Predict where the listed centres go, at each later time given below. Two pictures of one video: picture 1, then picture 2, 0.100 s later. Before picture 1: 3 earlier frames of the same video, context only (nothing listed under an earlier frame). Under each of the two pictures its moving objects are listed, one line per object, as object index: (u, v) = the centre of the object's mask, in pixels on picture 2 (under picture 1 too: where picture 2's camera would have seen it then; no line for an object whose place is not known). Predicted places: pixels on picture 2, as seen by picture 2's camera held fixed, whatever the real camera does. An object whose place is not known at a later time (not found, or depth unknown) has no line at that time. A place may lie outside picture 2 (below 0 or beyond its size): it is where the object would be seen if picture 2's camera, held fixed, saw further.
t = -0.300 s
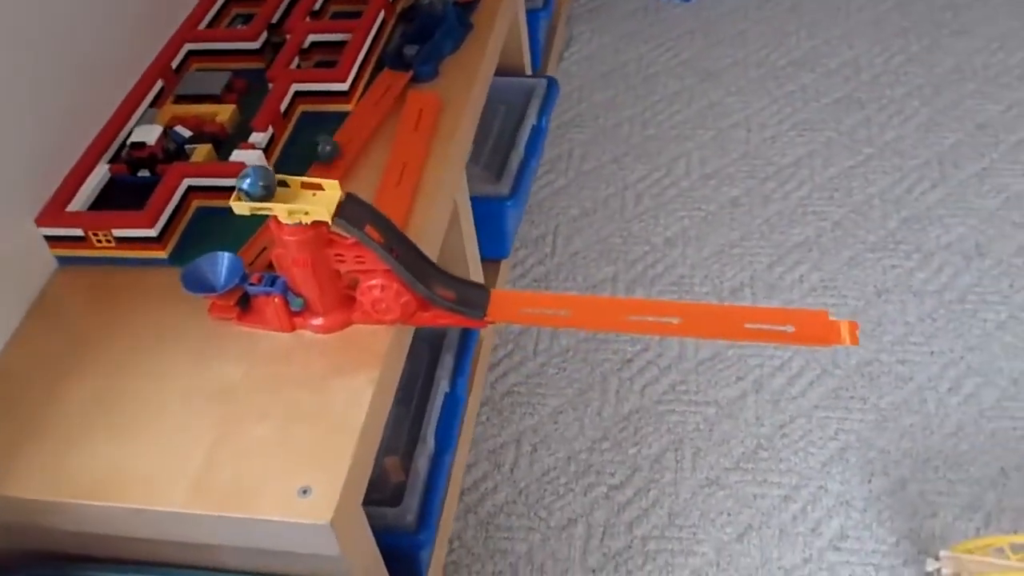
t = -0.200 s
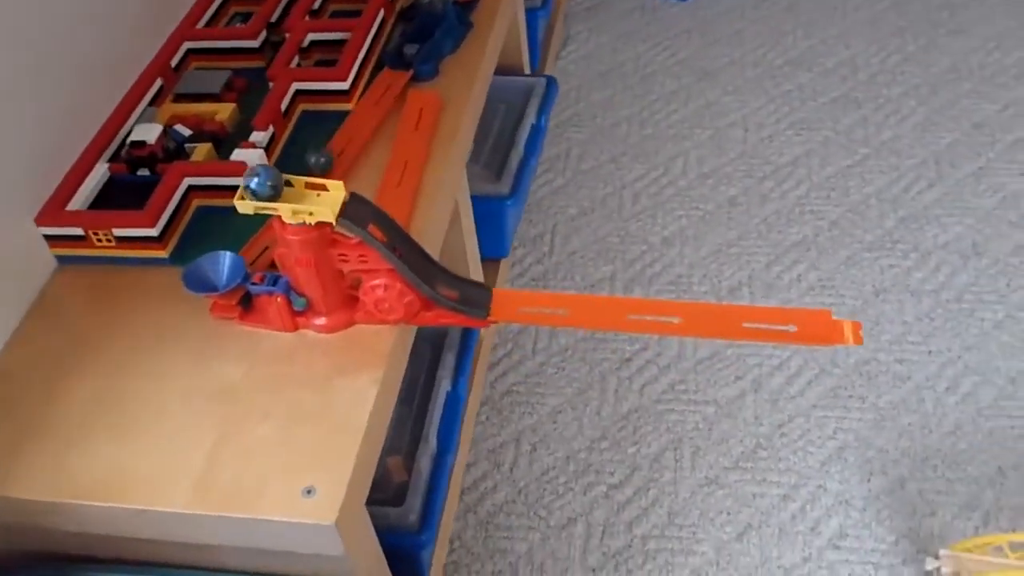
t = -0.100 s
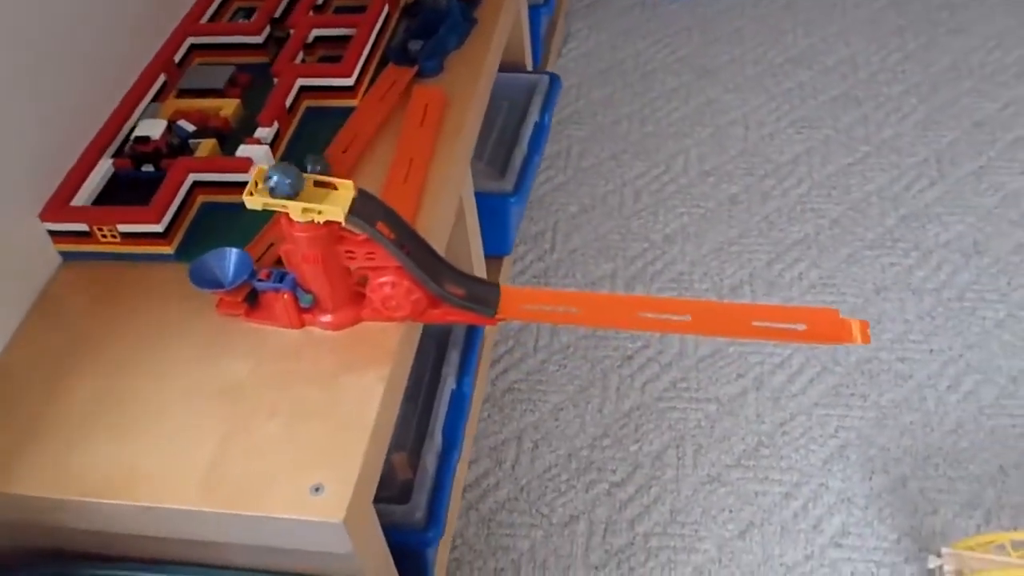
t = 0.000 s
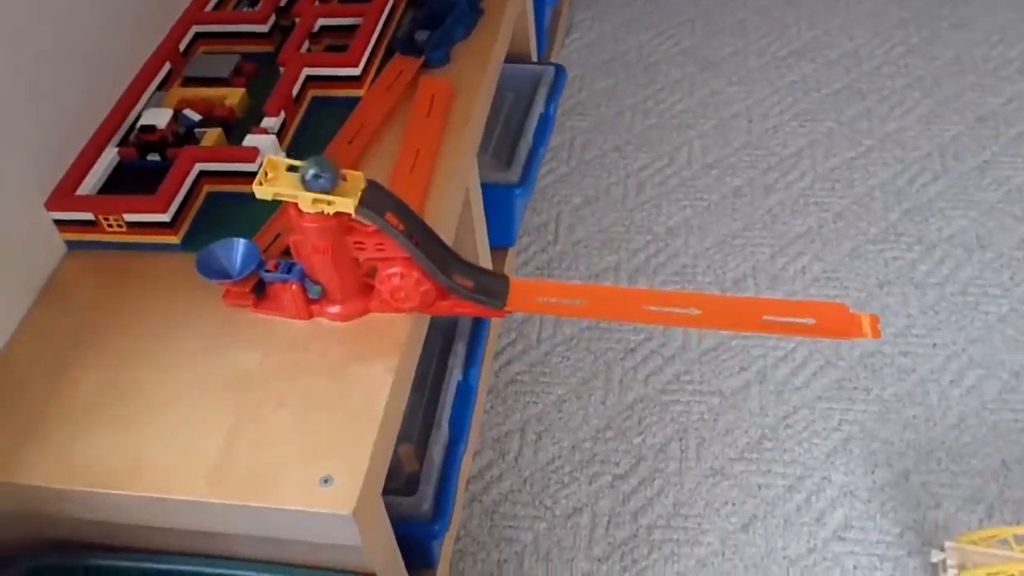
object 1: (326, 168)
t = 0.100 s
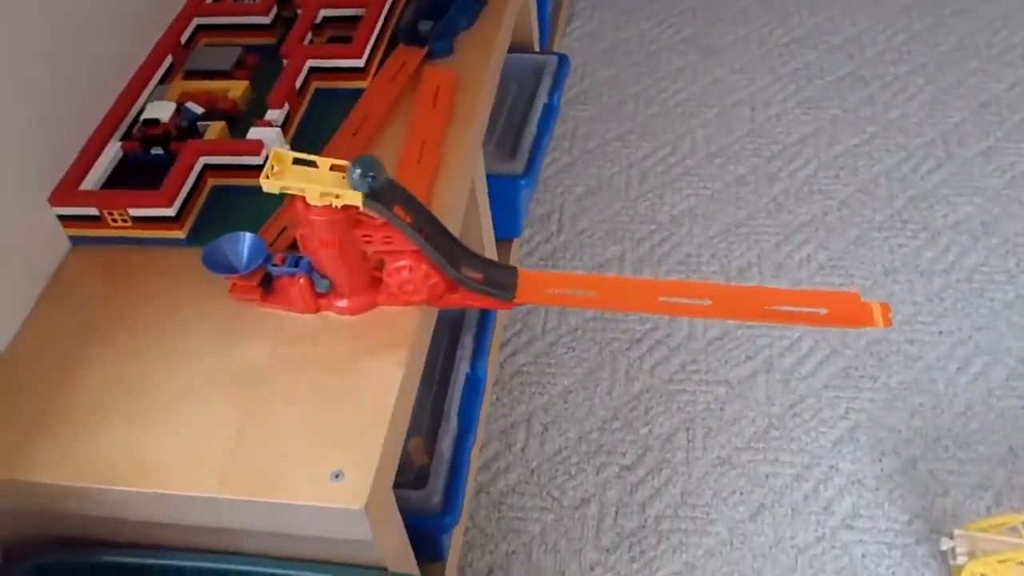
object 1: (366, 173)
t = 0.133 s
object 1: (380, 179)
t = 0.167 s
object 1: (397, 190)
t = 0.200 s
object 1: (420, 209)
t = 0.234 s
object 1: (446, 232)
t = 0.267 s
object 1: (477, 259)
